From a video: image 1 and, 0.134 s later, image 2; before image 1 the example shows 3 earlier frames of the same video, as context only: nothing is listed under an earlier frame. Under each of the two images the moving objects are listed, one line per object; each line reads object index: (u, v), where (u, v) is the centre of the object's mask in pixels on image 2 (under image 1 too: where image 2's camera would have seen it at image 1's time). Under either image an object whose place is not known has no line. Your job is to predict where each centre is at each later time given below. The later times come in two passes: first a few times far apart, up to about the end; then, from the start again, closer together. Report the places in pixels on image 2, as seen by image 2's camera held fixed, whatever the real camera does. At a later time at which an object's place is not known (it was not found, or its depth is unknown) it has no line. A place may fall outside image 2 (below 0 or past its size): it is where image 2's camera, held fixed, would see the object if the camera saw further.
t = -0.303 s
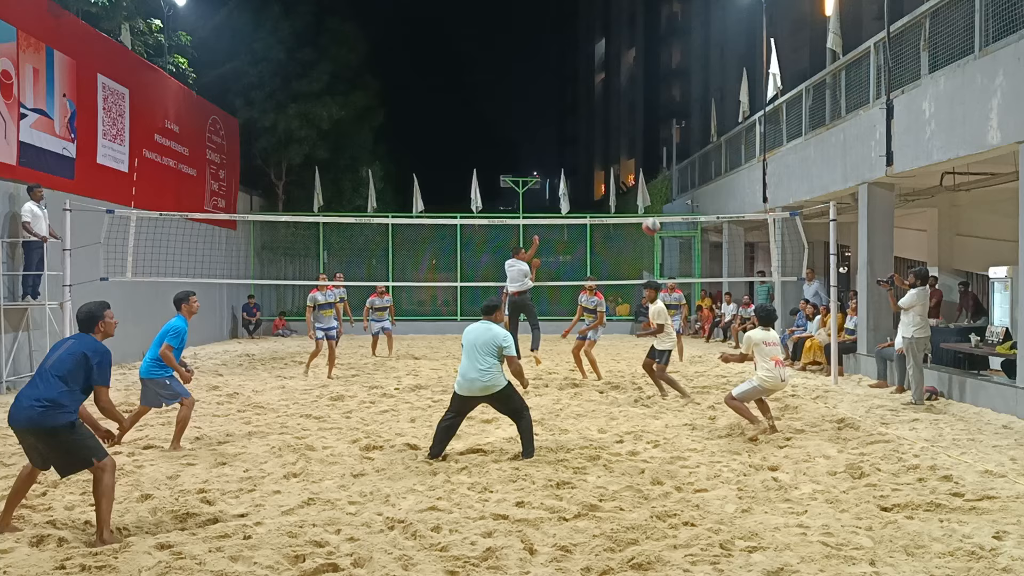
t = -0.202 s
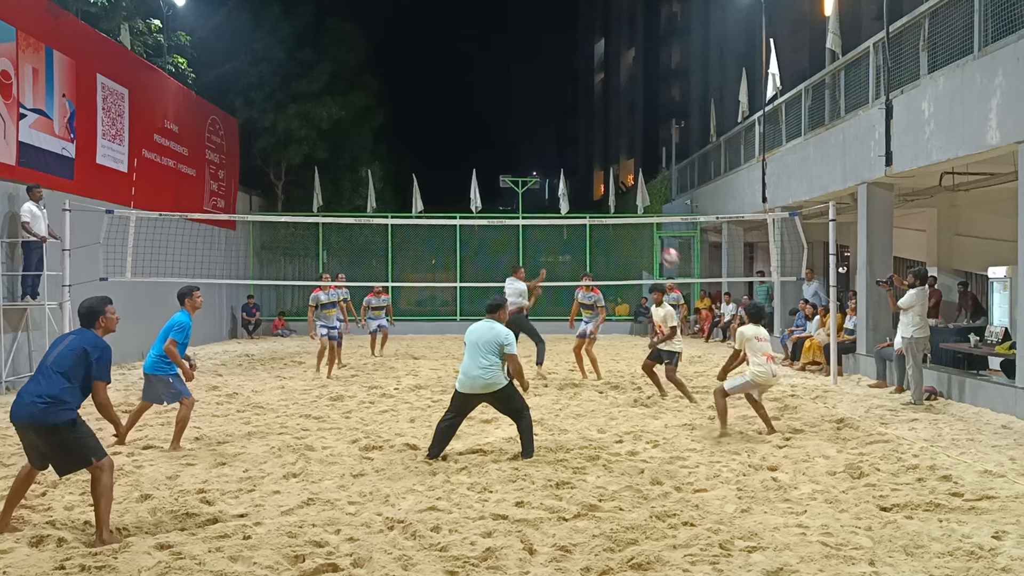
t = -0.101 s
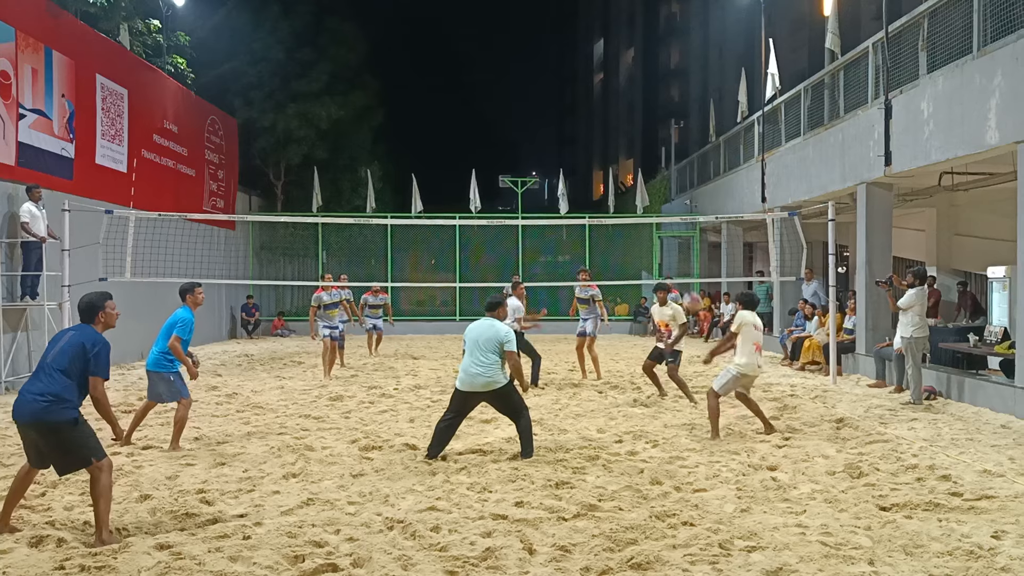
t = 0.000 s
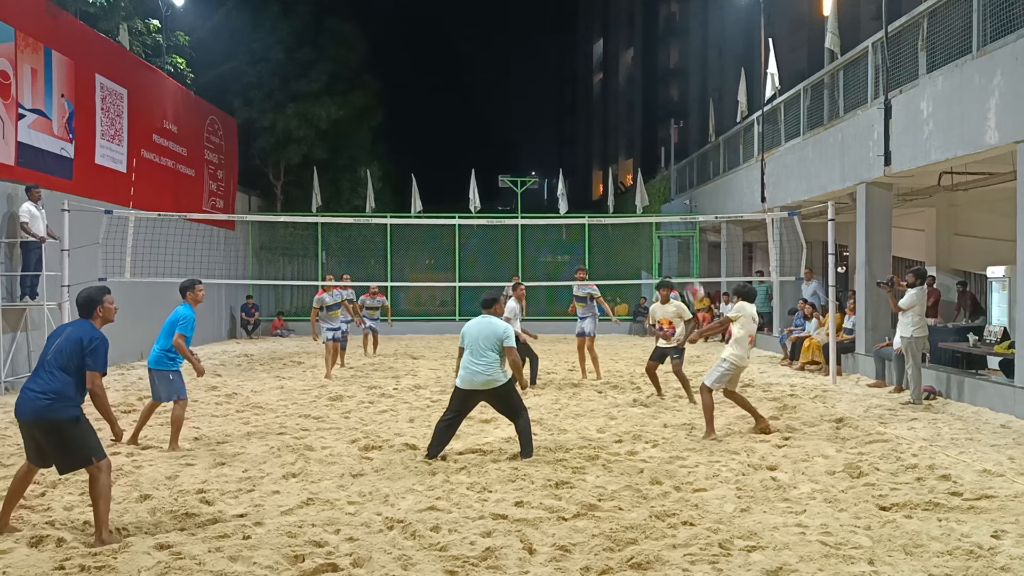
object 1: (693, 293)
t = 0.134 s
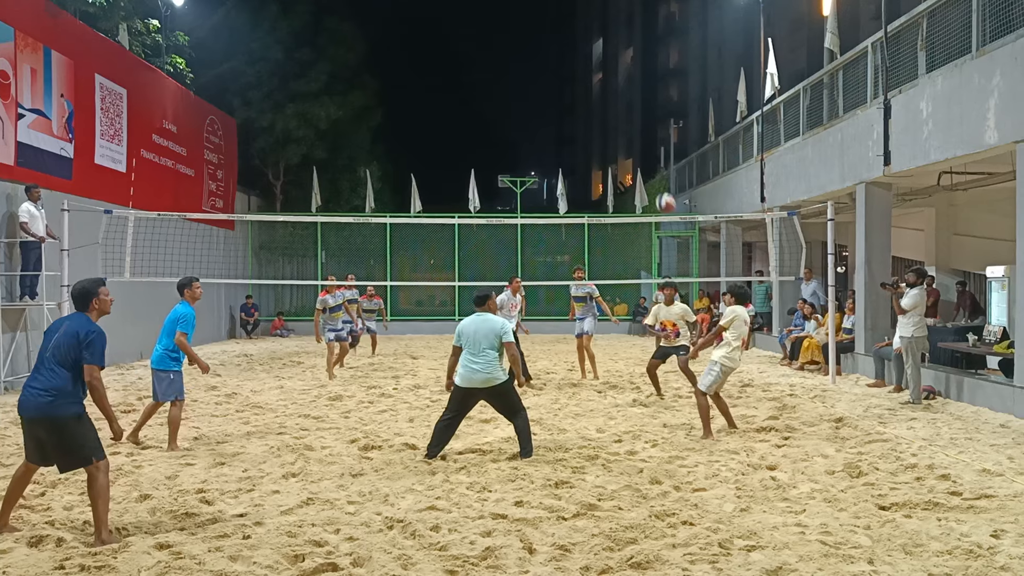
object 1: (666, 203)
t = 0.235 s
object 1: (646, 151)
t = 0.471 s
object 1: (605, 66)
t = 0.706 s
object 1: (567, 33)
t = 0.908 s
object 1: (536, 40)
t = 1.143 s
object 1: (504, 85)
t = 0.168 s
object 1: (659, 185)
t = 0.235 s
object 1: (646, 151)
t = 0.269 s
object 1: (640, 135)
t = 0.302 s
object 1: (634, 121)
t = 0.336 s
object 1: (627, 108)
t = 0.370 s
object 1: (621, 96)
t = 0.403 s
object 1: (616, 85)
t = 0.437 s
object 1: (610, 75)
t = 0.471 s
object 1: (605, 66)
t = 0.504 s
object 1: (599, 59)
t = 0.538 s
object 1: (593, 52)
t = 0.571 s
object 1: (587, 46)
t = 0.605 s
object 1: (582, 42)
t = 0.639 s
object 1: (577, 38)
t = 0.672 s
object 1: (572, 35)
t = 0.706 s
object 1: (567, 33)
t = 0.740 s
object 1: (561, 32)
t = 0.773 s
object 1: (556, 32)
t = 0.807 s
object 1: (551, 33)
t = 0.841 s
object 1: (546, 34)
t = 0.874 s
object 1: (541, 37)
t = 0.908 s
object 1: (536, 40)
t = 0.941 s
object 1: (531, 44)
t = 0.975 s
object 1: (527, 49)
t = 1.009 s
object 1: (522, 54)
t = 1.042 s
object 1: (517, 61)
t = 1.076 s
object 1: (513, 68)
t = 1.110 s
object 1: (508, 76)
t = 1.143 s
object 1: (504, 85)
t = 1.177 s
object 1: (499, 94)
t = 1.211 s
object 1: (495, 104)
